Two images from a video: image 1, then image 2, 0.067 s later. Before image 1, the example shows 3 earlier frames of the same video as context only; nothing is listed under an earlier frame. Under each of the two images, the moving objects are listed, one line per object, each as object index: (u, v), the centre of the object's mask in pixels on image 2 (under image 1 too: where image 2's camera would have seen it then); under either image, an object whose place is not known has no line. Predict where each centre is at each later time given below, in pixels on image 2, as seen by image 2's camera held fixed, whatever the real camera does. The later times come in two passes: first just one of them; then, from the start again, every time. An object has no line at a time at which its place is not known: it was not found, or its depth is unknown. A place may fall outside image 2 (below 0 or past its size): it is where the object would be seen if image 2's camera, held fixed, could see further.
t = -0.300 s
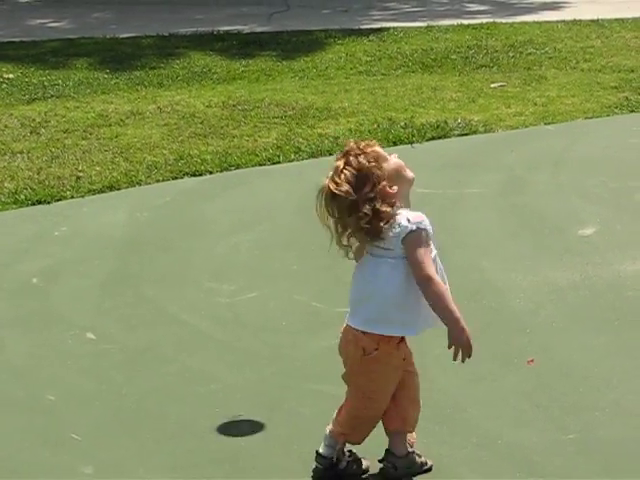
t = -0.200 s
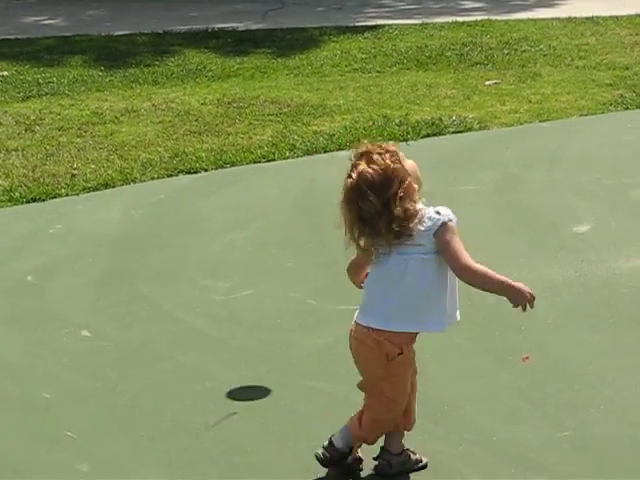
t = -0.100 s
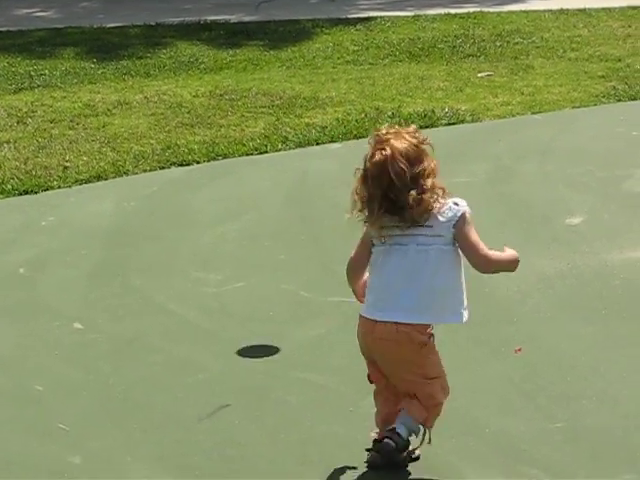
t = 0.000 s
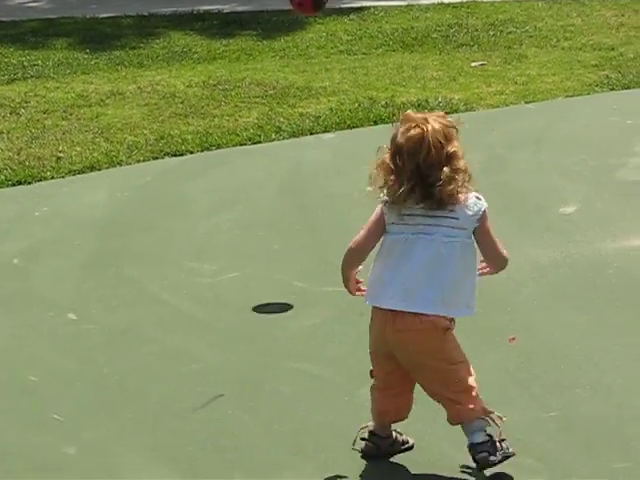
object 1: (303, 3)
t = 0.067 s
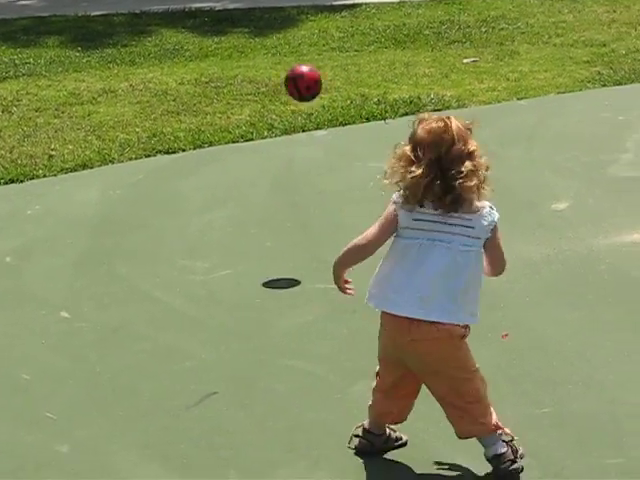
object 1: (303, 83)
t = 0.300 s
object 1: (296, 127)
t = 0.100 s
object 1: (305, 130)
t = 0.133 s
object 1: (306, 179)
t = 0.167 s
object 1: (307, 230)
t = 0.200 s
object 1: (305, 212)
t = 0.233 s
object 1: (302, 180)
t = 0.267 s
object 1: (298, 152)
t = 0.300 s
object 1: (296, 127)
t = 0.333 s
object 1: (292, 106)
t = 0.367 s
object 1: (289, 88)
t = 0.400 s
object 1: (287, 73)
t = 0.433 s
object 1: (286, 62)
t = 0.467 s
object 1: (284, 54)
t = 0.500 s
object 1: (283, 50)
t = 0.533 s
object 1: (282, 46)
